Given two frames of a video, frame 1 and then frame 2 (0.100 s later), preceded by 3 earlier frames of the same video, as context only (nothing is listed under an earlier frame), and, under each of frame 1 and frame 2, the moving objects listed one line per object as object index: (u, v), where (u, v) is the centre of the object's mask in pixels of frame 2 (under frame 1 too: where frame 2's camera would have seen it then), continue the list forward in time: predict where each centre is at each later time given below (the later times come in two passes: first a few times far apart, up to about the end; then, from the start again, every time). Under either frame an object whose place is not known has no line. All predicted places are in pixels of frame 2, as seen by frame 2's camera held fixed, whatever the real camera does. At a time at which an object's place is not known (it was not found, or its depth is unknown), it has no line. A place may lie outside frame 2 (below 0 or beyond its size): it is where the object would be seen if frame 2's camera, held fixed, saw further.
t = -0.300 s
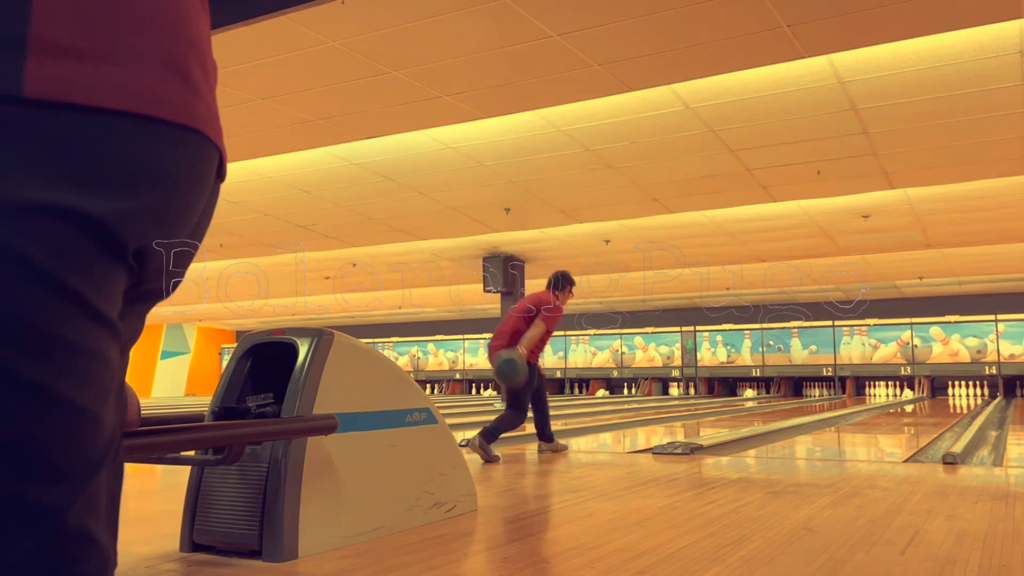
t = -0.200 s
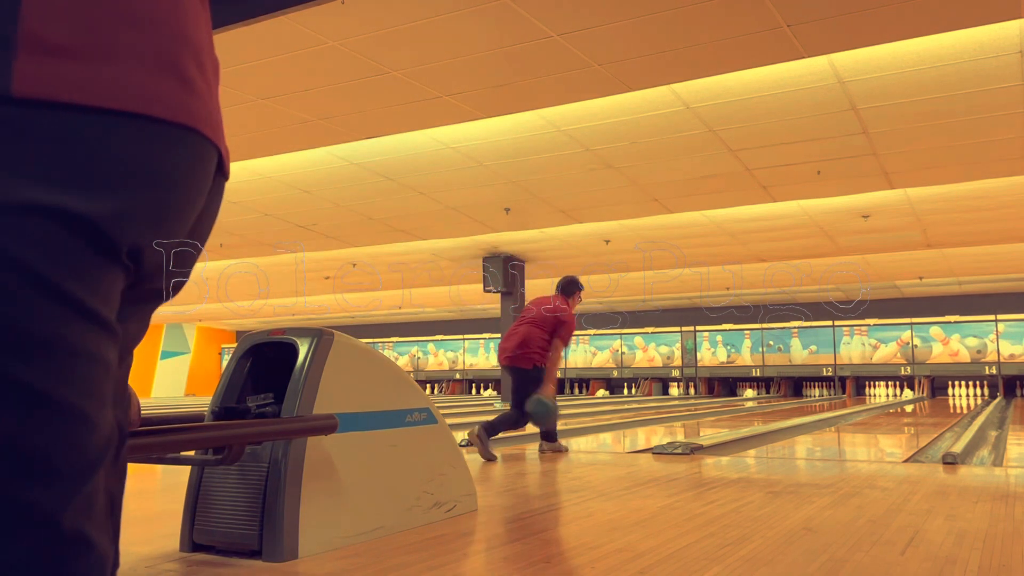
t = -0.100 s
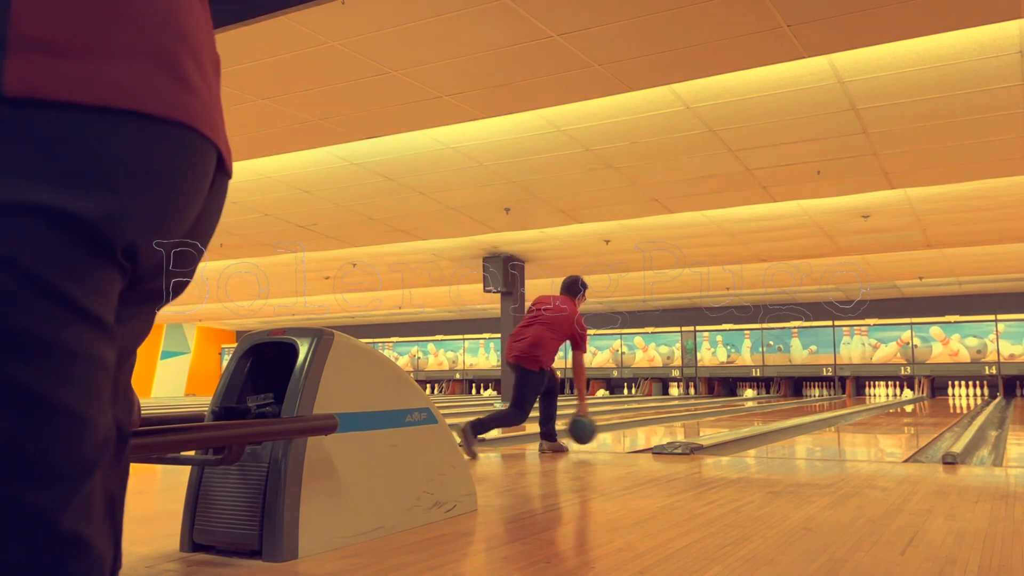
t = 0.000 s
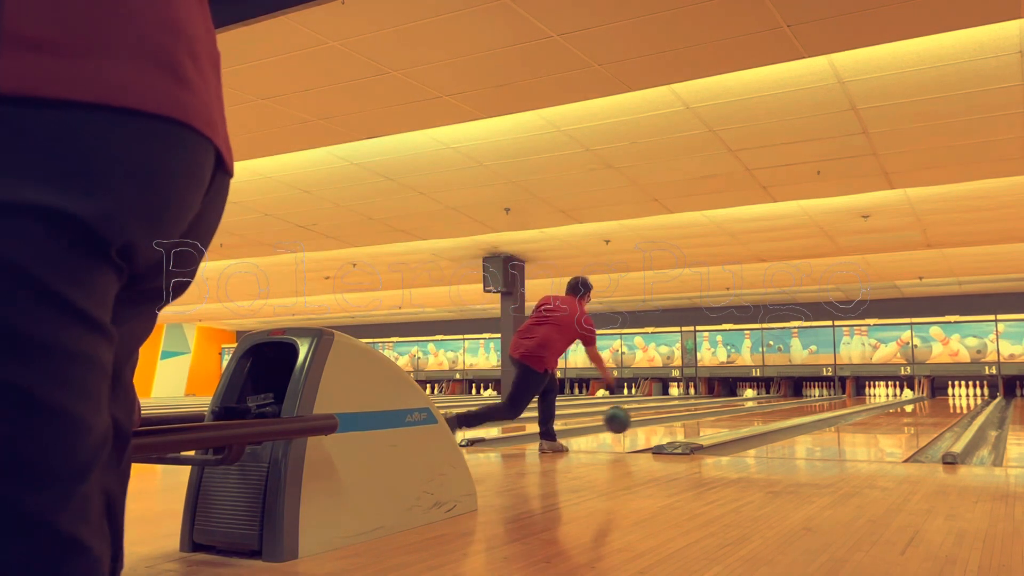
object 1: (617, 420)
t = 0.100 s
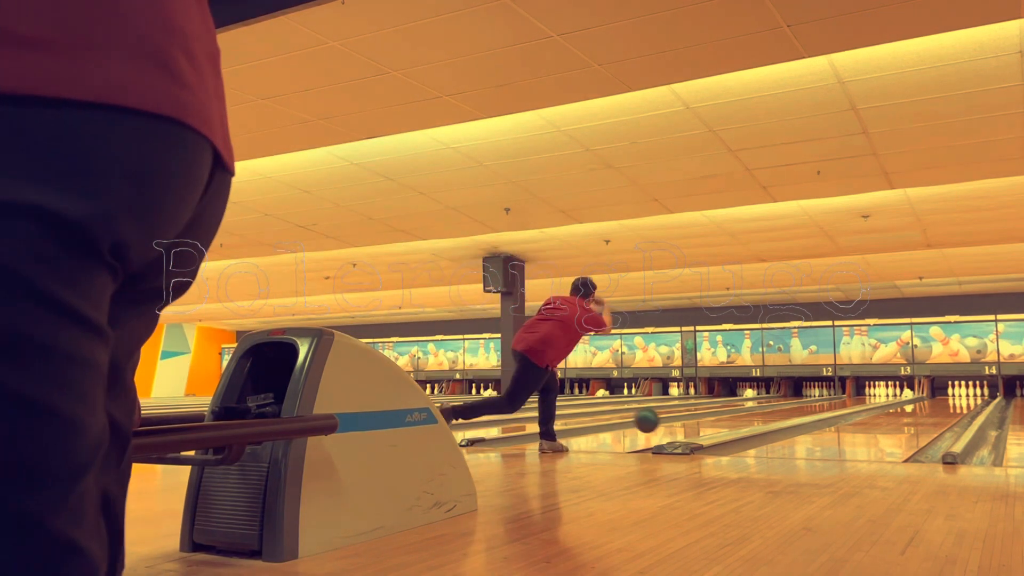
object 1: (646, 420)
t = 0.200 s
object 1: (672, 423)
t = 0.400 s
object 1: (713, 418)
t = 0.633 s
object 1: (748, 412)
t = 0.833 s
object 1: (772, 408)
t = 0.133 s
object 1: (655, 423)
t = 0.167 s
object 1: (664, 424)
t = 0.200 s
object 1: (672, 423)
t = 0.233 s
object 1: (680, 423)
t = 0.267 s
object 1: (687, 422)
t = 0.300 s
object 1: (694, 420)
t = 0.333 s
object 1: (700, 419)
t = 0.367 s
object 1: (707, 419)
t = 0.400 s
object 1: (713, 418)
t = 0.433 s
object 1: (718, 417)
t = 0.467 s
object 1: (724, 416)
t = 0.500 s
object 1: (729, 415)
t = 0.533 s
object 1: (734, 414)
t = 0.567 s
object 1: (739, 413)
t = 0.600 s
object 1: (744, 412)
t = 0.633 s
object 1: (748, 412)
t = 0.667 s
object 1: (753, 411)
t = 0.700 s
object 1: (757, 410)
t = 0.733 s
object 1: (761, 410)
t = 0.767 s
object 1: (765, 409)
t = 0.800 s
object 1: (769, 409)
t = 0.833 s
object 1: (772, 408)
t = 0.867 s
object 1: (776, 408)
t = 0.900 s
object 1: (779, 407)
